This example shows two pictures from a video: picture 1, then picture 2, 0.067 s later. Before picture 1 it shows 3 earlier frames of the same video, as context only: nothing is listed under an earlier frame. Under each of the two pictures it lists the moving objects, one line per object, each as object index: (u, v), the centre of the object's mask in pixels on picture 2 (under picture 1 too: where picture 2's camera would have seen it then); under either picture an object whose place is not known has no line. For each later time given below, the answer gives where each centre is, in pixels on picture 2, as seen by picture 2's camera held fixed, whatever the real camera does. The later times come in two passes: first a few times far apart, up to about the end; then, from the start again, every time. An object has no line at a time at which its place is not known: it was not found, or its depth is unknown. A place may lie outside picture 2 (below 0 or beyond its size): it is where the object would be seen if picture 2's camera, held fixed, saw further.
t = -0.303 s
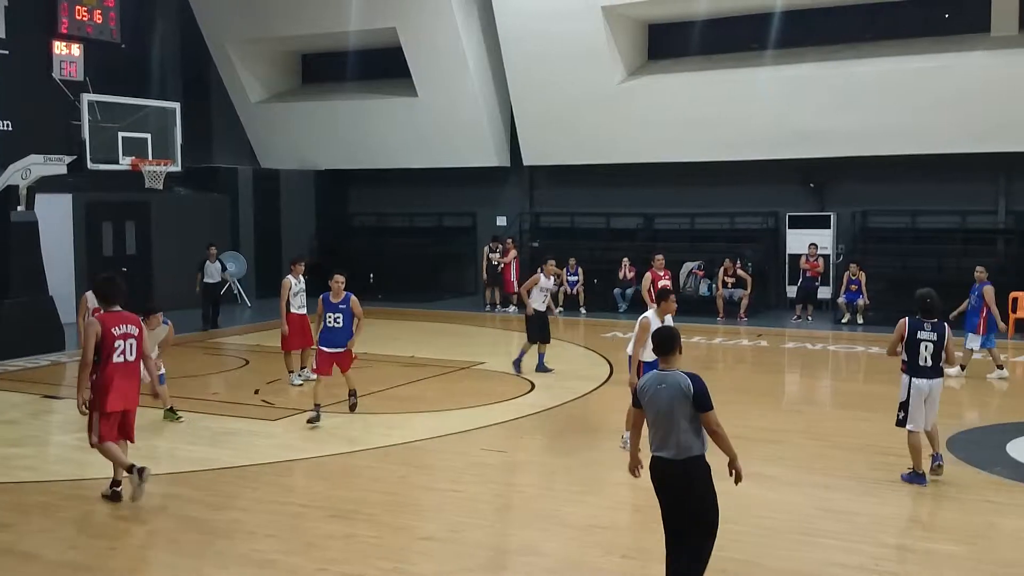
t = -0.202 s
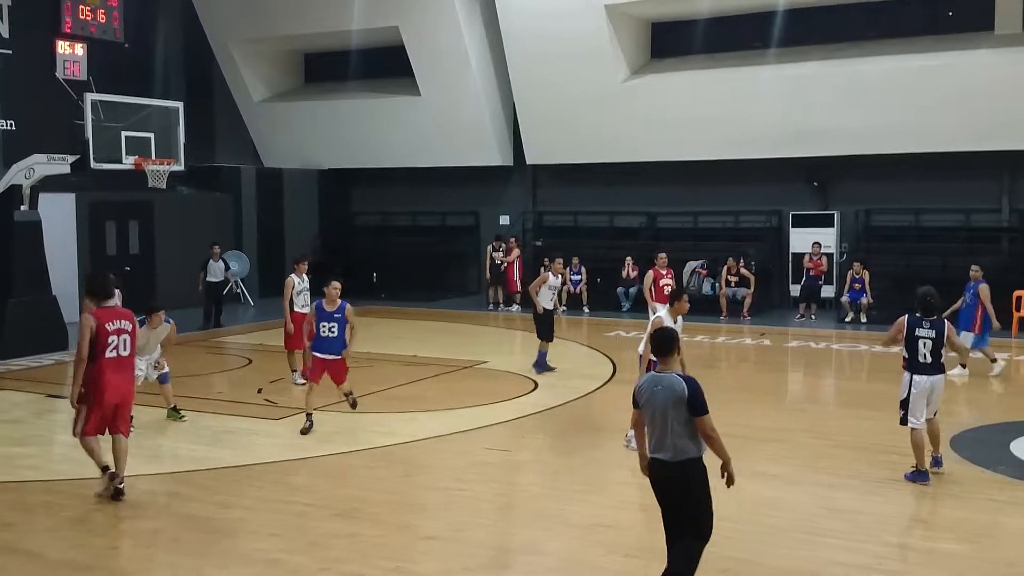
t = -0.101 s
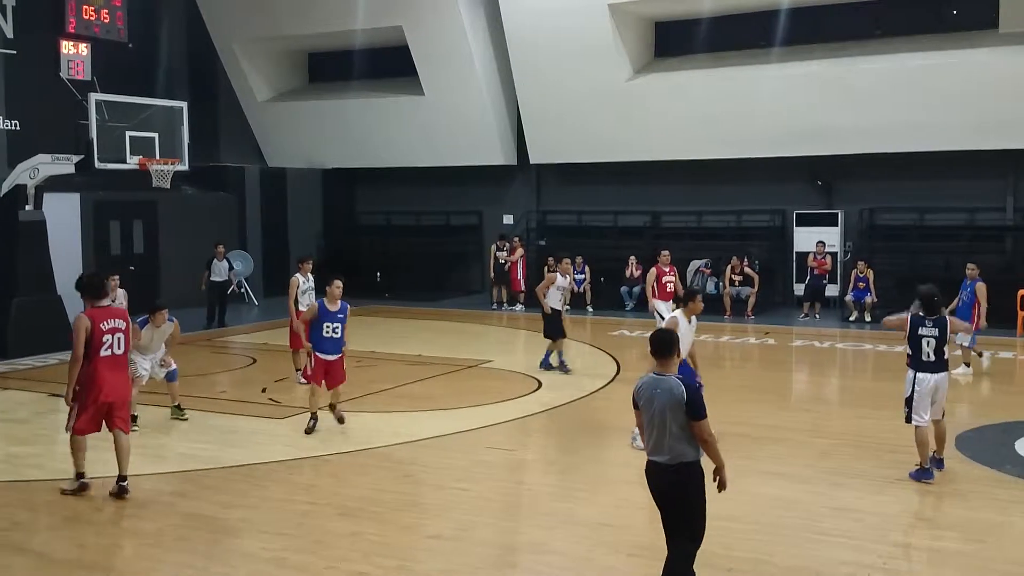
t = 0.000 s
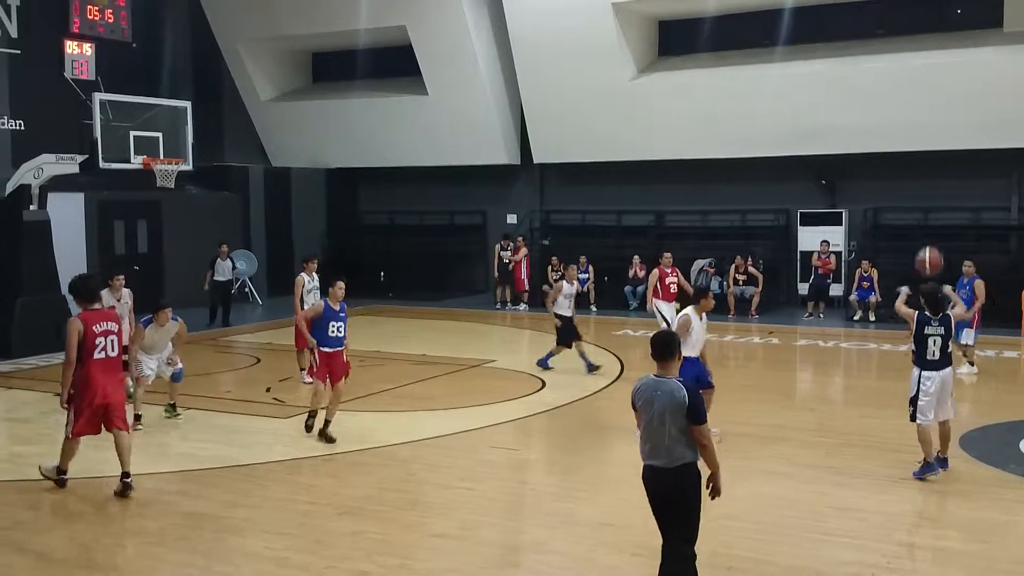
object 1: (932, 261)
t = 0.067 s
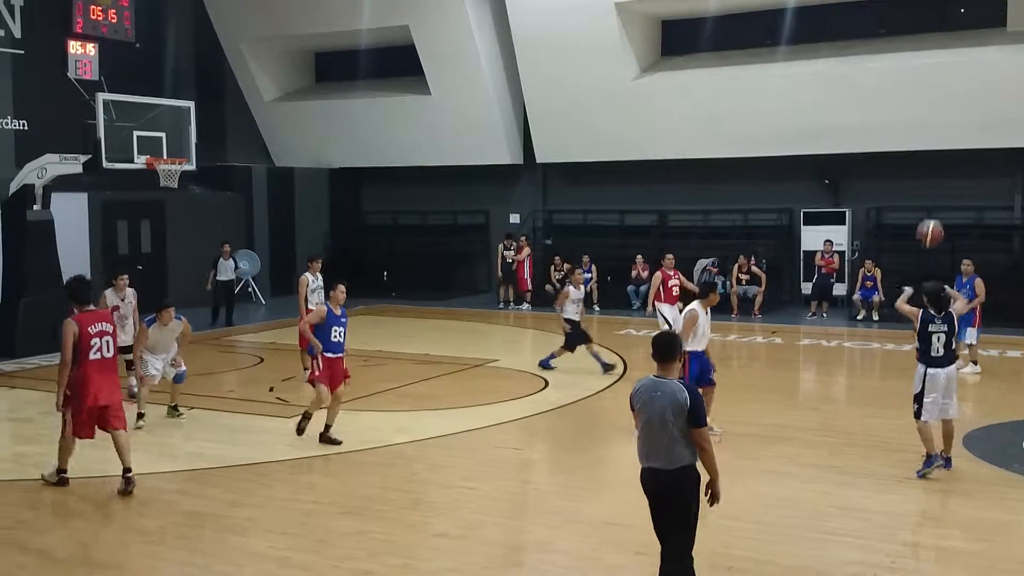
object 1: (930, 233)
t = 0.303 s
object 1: (921, 184)
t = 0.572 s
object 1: (914, 189)
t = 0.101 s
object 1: (928, 222)
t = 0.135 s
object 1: (927, 212)
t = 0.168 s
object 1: (925, 204)
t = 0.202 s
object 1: (925, 197)
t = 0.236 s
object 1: (923, 192)
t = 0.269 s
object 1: (922, 188)
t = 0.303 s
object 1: (921, 184)
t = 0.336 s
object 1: (920, 181)
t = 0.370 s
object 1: (919, 179)
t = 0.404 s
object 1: (918, 179)
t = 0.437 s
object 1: (917, 180)
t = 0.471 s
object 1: (917, 181)
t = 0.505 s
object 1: (915, 184)
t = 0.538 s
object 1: (915, 186)
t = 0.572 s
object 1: (914, 189)
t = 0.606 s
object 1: (913, 195)
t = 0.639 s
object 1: (913, 200)
